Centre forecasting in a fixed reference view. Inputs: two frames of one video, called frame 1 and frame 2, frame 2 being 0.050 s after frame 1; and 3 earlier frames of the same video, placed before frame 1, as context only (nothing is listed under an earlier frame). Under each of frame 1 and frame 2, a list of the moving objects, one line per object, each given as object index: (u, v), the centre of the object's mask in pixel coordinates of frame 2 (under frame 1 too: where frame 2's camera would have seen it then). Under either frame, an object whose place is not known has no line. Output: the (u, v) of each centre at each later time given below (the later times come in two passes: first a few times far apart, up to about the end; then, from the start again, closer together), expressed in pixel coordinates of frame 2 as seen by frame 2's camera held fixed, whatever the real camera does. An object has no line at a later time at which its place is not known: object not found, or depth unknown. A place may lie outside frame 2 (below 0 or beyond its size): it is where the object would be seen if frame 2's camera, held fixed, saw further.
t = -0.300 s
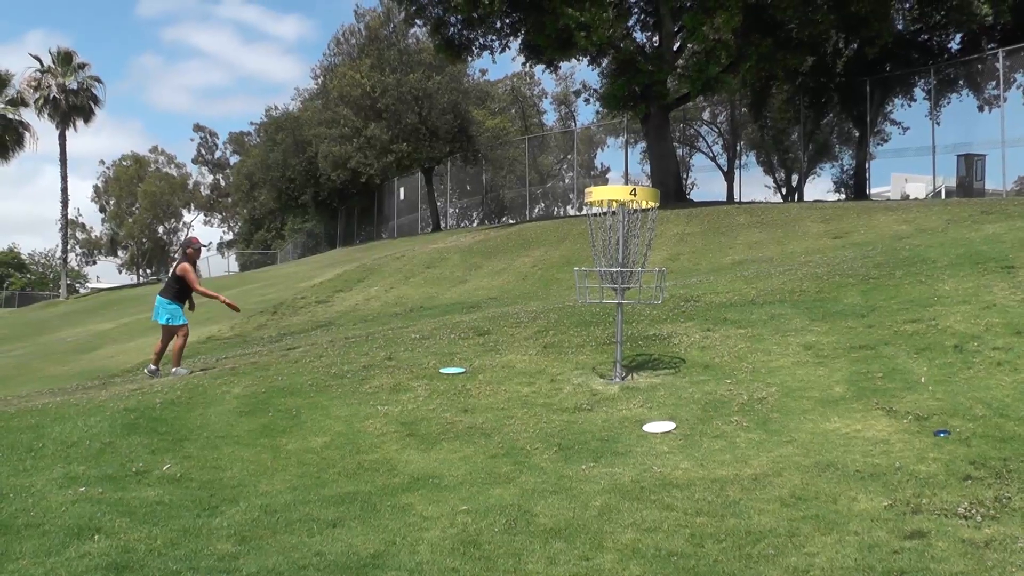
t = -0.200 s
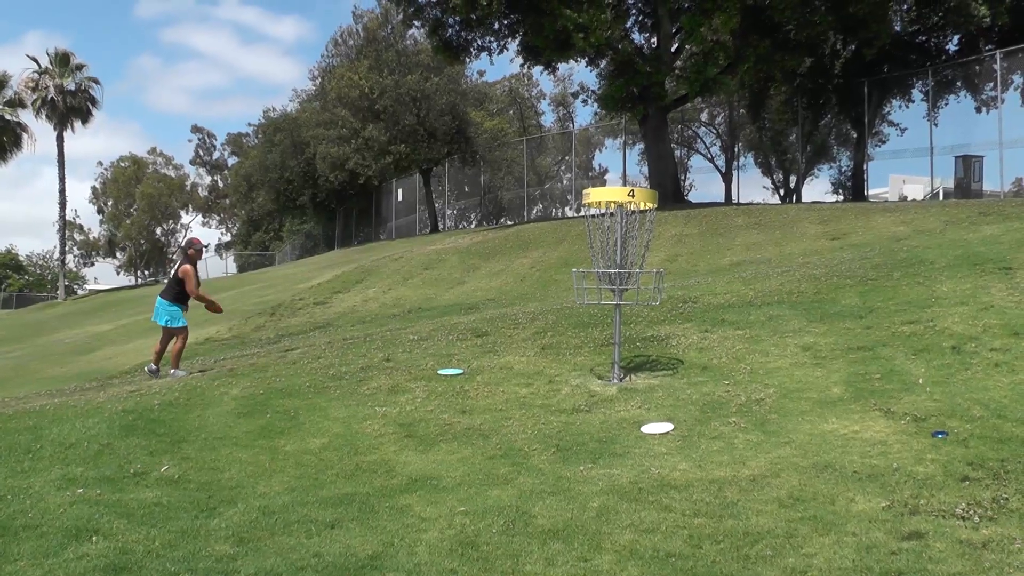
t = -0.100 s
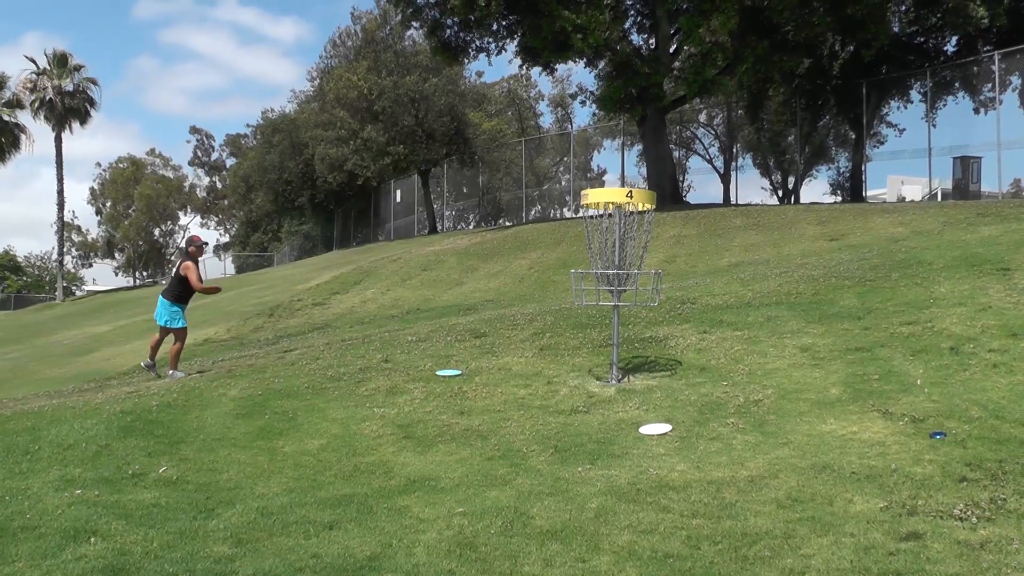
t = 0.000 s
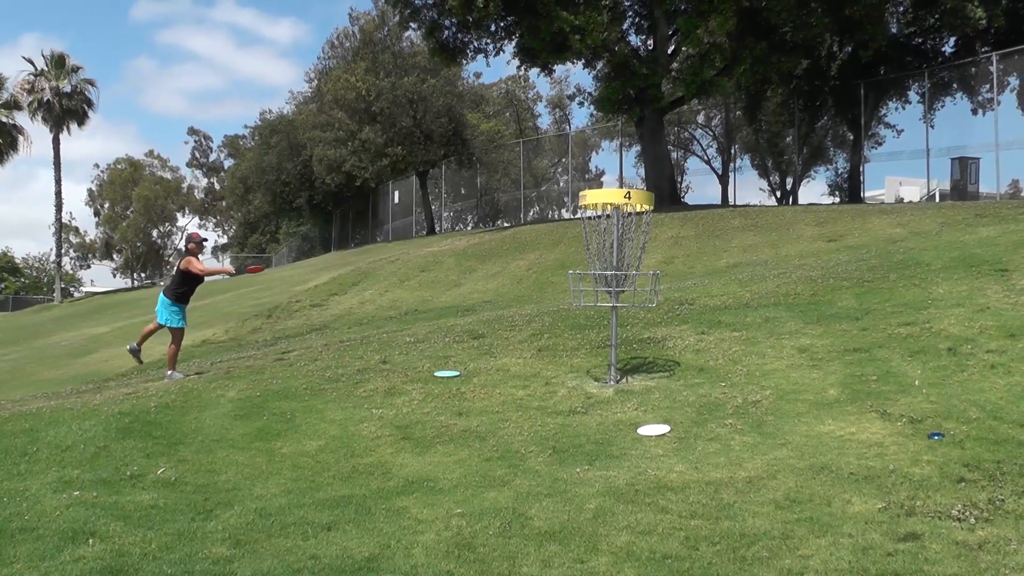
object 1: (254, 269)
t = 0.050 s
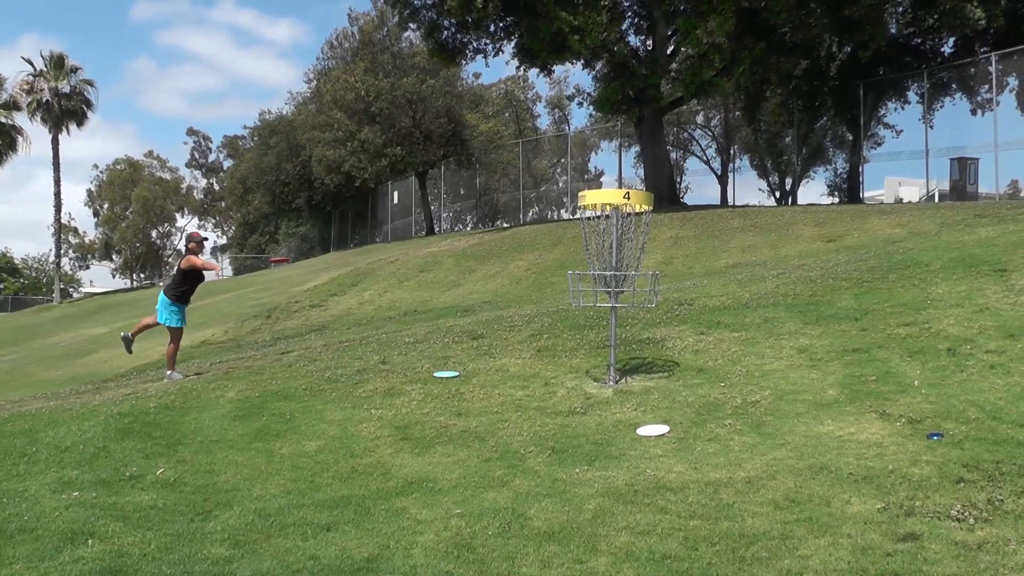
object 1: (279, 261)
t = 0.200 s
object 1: (360, 242)
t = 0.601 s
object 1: (635, 268)
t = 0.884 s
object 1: (632, 292)
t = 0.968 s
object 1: (636, 292)
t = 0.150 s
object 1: (332, 246)
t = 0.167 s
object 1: (342, 244)
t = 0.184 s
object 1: (351, 243)
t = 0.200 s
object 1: (360, 242)
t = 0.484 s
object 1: (547, 249)
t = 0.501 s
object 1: (560, 251)
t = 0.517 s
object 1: (572, 254)
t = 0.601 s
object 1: (635, 268)
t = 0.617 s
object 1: (641, 271)
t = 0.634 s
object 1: (647, 275)
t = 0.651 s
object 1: (647, 277)
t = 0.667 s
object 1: (647, 275)
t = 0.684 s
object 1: (646, 274)
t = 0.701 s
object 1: (644, 274)
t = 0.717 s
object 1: (642, 274)
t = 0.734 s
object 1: (641, 274)
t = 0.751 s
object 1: (640, 274)
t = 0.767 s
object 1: (639, 274)
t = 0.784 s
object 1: (639, 274)
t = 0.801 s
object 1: (634, 281)
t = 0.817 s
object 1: (634, 283)
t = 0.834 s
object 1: (633, 285)
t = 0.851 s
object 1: (633, 287)
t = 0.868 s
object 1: (633, 289)
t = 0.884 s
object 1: (632, 292)
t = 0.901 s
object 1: (633, 292)
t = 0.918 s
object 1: (635, 292)
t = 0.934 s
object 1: (636, 292)
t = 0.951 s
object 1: (636, 292)
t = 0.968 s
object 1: (636, 292)
